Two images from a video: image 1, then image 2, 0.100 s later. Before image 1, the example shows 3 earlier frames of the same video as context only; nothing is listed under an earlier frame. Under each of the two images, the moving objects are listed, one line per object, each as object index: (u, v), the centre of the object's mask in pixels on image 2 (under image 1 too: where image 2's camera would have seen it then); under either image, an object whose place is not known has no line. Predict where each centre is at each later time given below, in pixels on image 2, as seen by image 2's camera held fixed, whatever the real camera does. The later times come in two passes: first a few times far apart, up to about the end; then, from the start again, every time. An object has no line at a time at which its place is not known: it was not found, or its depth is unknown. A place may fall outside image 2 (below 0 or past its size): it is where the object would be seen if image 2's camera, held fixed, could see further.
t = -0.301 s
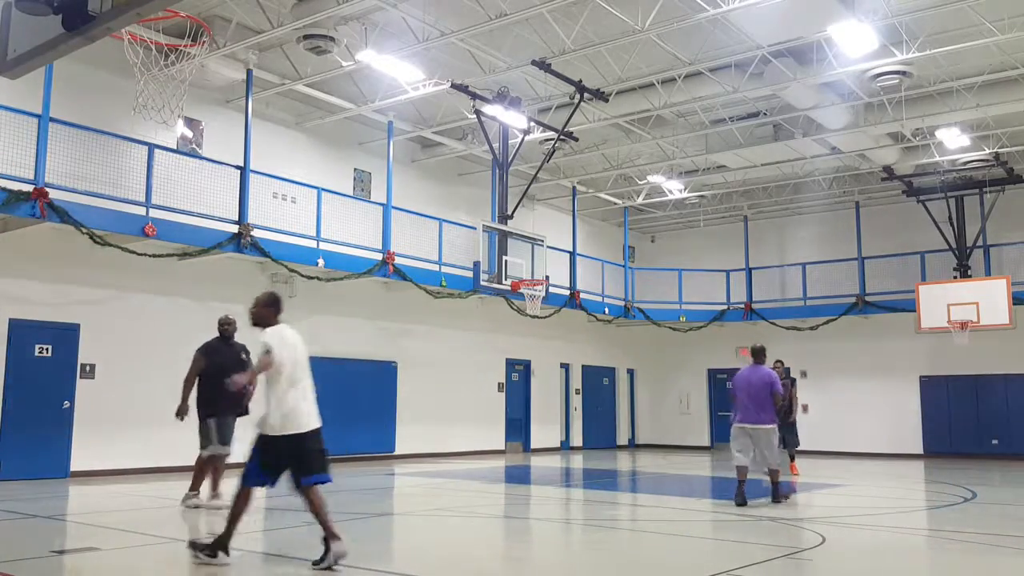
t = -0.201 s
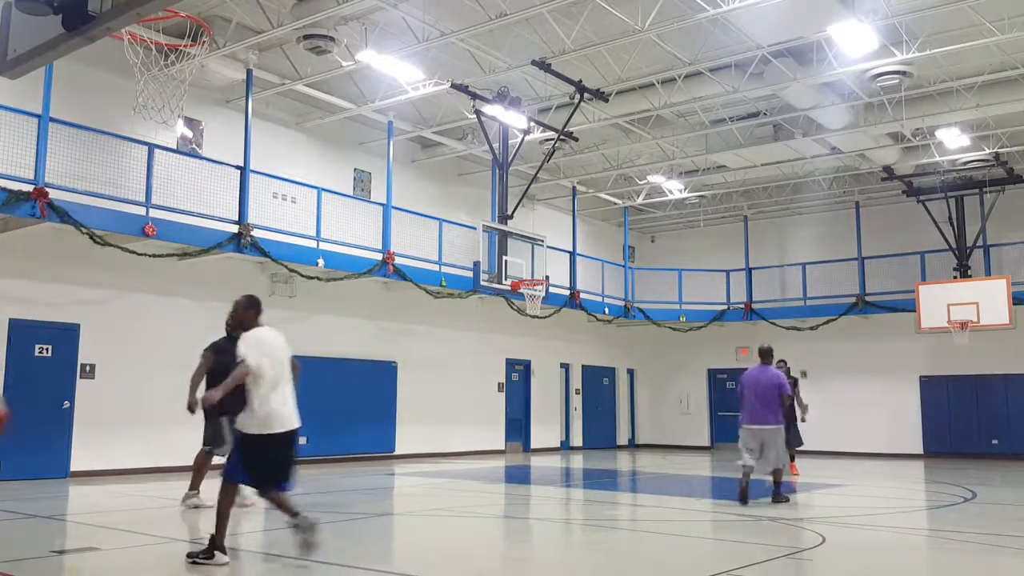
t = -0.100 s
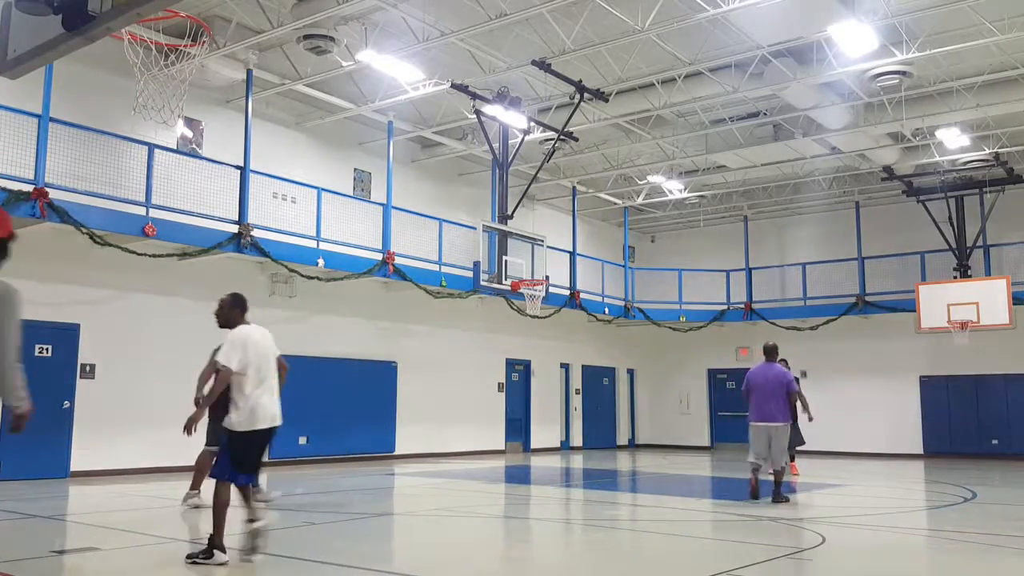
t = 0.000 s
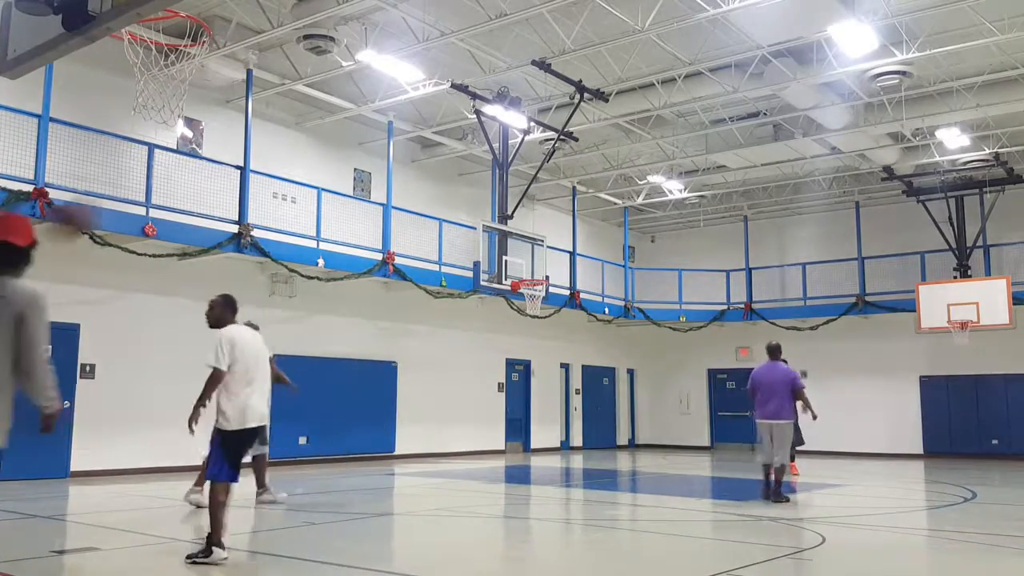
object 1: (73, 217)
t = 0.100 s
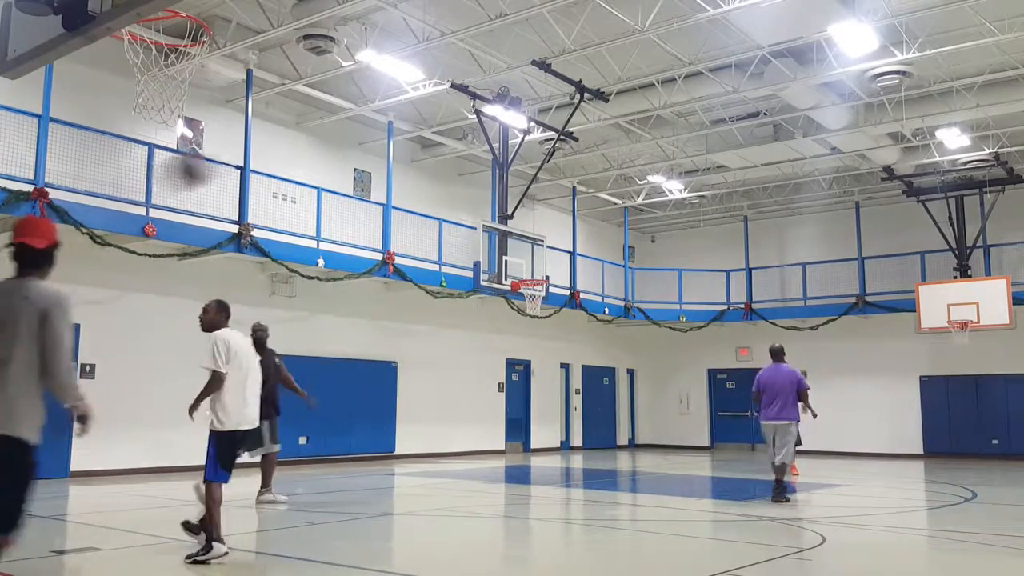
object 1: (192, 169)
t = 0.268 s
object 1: (373, 128)
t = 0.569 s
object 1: (676, 143)
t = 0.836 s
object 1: (948, 268)
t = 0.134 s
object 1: (226, 158)
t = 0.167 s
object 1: (269, 148)
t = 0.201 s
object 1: (305, 140)
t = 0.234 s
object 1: (337, 134)
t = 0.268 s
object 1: (373, 128)
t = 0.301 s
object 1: (413, 120)
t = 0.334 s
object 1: (442, 120)
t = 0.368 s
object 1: (475, 119)
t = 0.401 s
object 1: (512, 110)
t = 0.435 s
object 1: (545, 118)
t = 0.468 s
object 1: (579, 123)
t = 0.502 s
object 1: (611, 131)
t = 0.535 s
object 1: (645, 138)
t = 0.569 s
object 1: (676, 143)
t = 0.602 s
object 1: (708, 152)
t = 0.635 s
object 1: (747, 167)
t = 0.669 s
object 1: (781, 180)
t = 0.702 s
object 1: (815, 192)
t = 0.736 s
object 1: (850, 211)
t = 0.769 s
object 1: (888, 232)
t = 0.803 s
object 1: (917, 251)
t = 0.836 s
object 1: (948, 268)
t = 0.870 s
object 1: (987, 294)
